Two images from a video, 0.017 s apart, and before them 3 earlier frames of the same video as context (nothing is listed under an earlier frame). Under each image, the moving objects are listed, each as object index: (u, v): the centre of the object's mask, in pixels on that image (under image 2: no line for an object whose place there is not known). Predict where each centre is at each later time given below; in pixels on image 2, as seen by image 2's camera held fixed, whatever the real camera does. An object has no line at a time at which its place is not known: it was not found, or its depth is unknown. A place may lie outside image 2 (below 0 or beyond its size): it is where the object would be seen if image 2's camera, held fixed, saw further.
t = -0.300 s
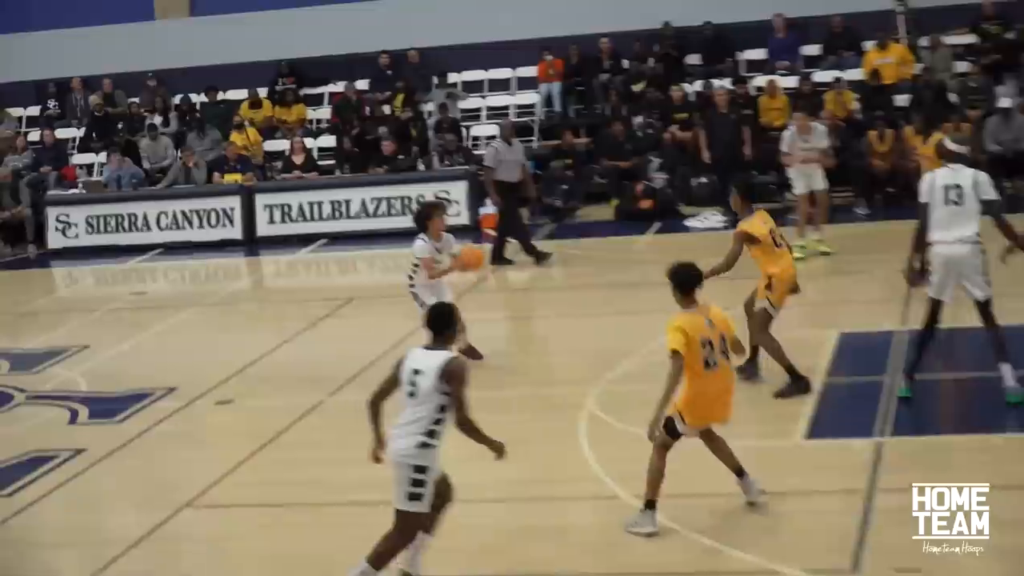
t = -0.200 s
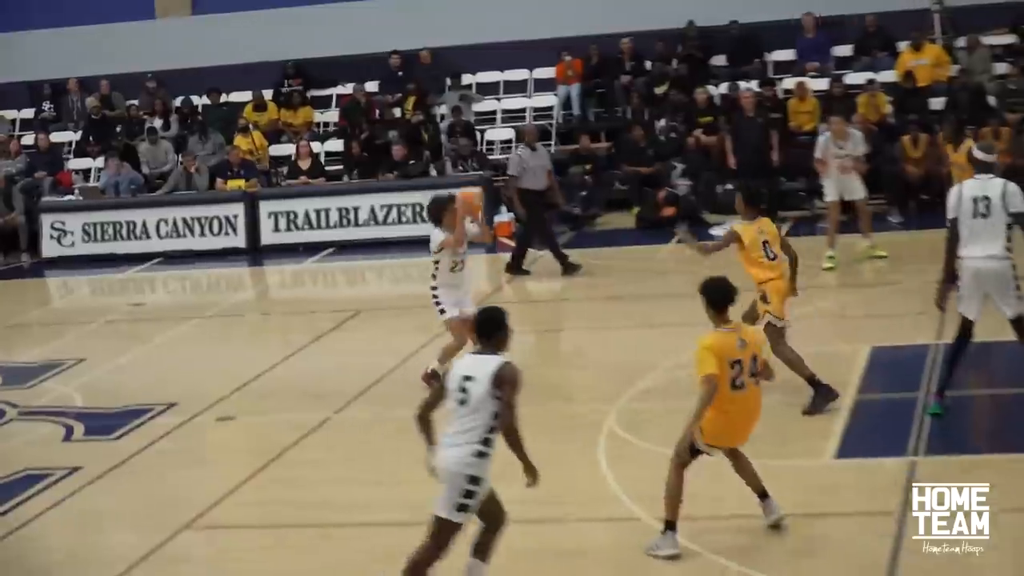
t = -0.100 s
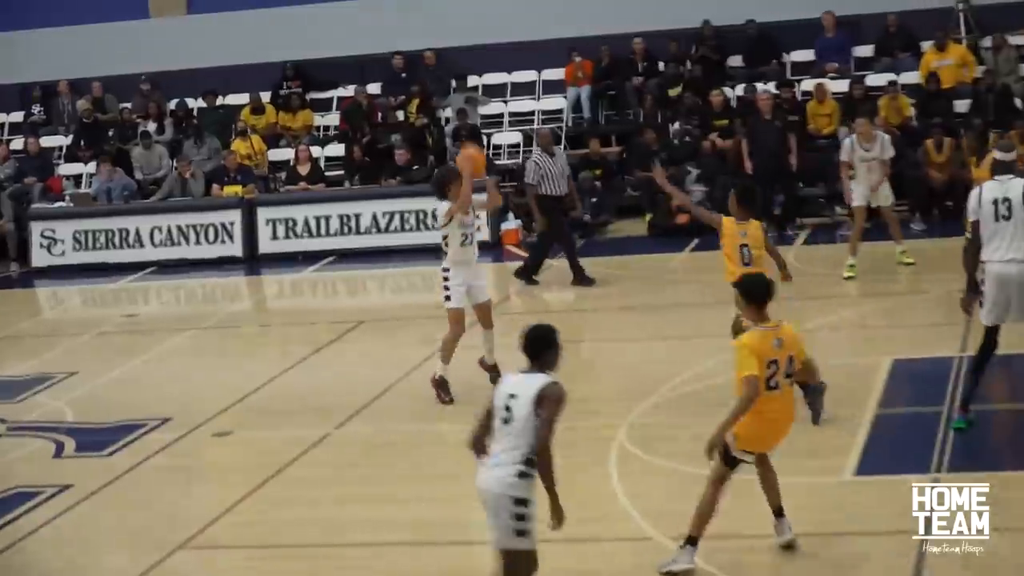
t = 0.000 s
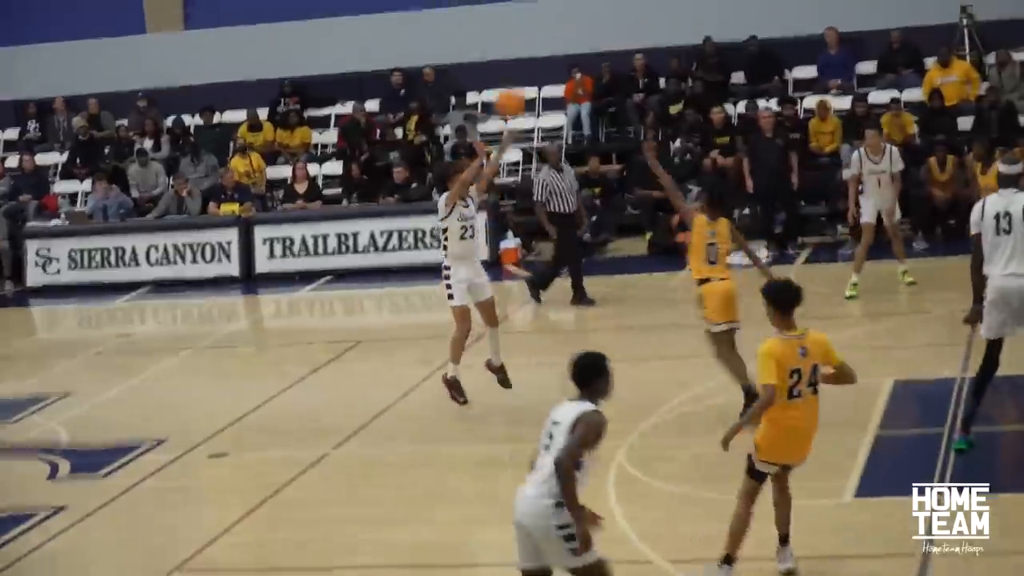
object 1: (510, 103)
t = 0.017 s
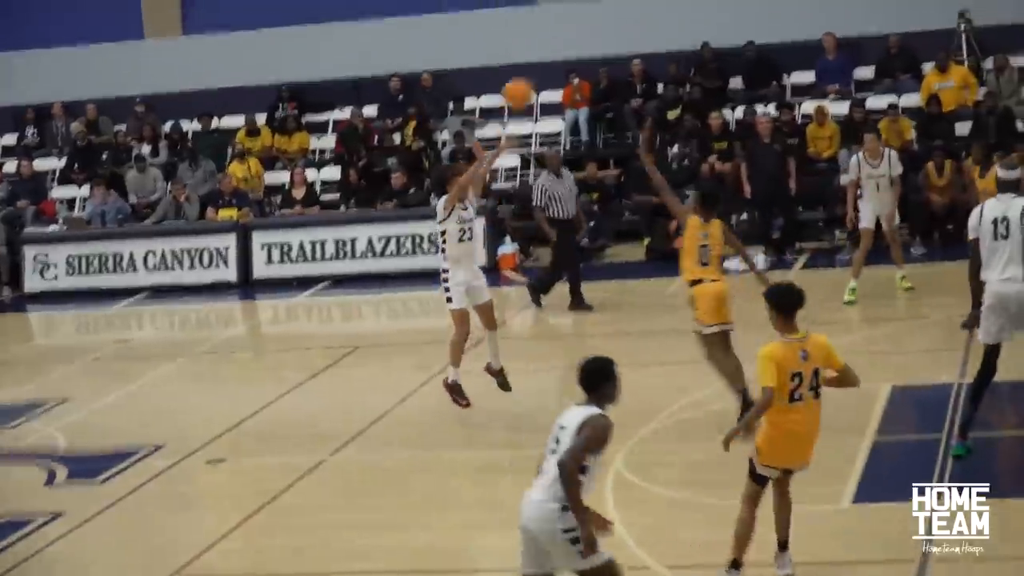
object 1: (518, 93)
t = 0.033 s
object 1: (528, 78)
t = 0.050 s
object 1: (539, 65)
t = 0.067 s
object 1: (549, 50)
